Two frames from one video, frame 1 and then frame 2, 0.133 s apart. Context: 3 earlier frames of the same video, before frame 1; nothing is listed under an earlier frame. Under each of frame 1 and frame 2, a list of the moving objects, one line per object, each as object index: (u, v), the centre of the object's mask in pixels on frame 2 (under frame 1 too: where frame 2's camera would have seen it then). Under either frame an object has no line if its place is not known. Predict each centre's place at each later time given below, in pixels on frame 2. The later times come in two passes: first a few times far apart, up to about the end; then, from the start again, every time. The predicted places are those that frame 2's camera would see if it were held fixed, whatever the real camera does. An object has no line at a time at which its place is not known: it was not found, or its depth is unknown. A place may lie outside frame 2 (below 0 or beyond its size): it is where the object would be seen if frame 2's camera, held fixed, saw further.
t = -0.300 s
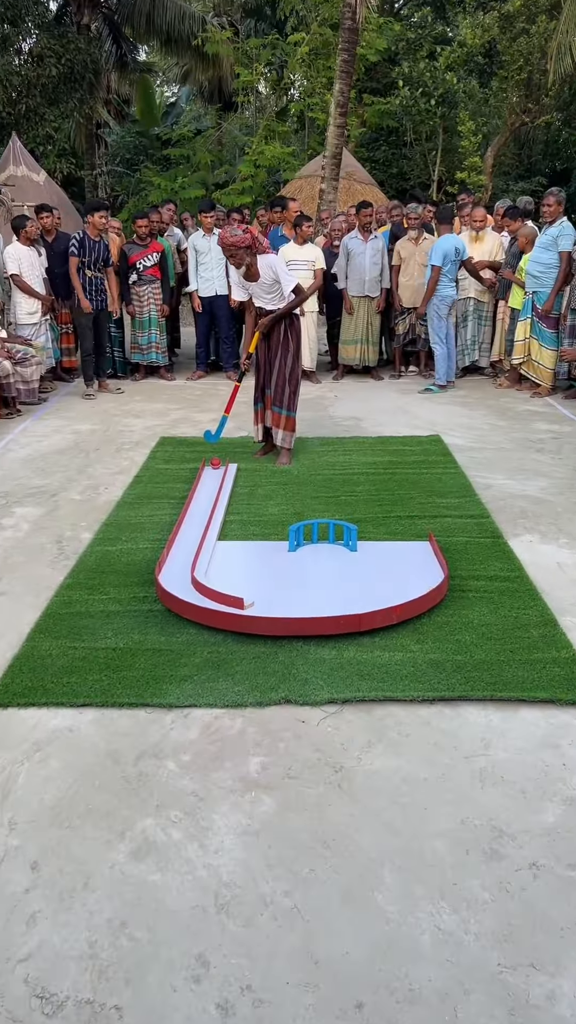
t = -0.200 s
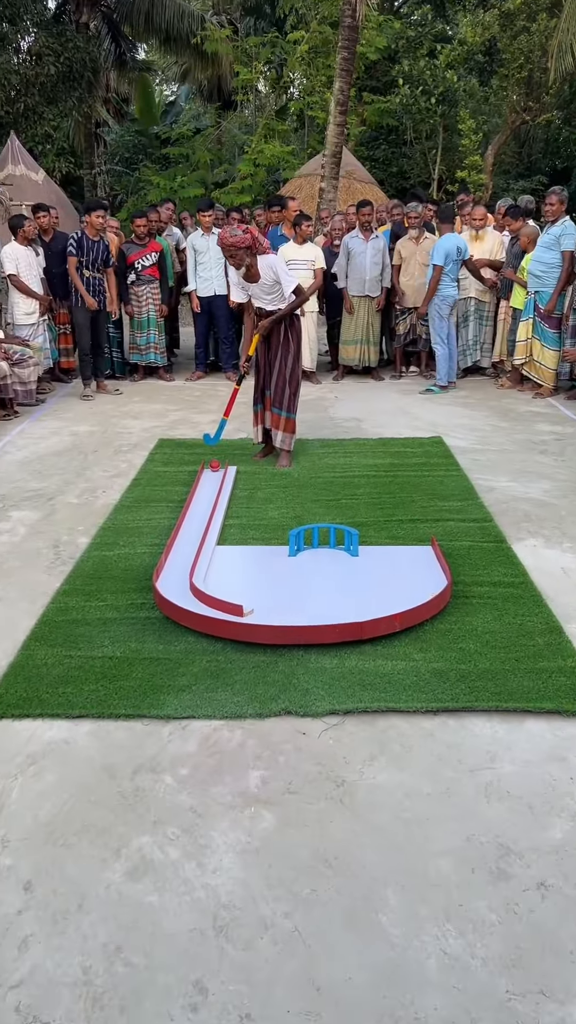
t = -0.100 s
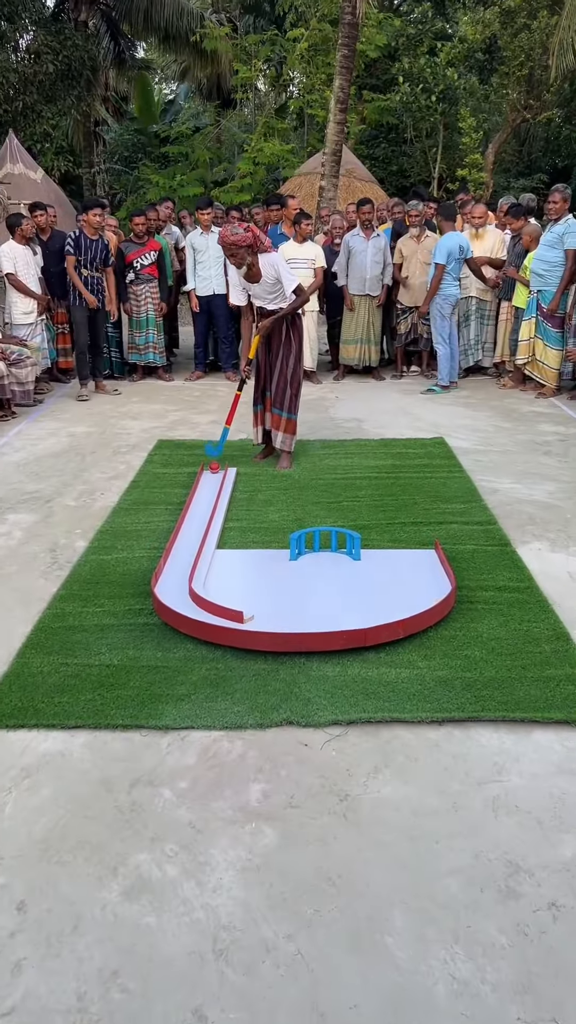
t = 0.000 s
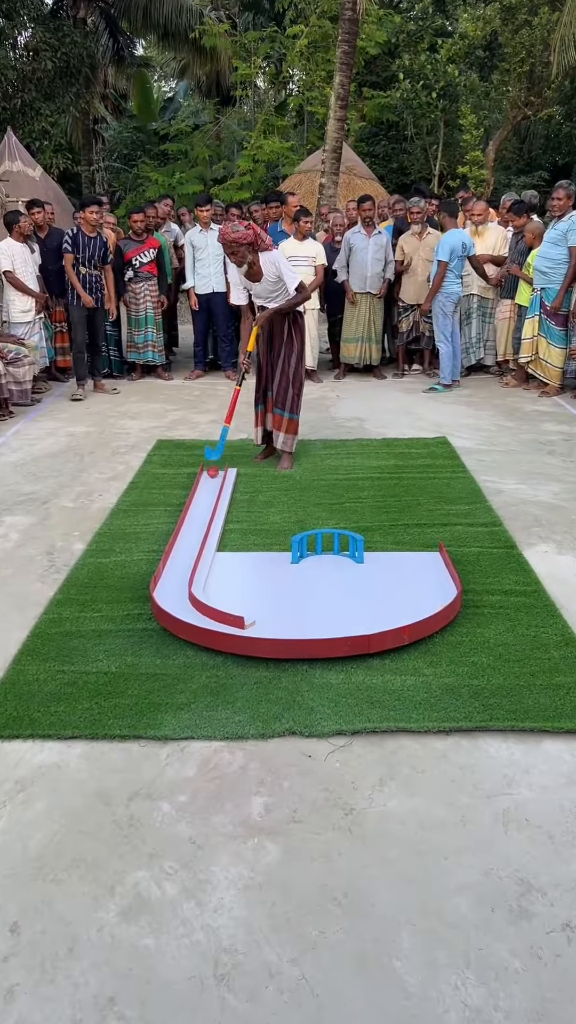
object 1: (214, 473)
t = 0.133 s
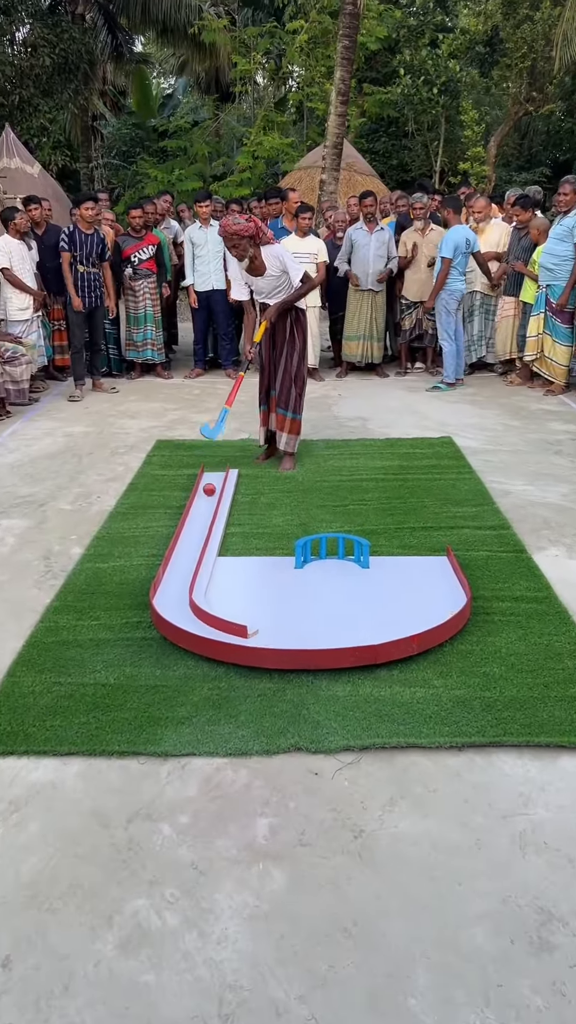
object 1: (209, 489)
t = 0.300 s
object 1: (203, 511)
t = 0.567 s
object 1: (192, 549)
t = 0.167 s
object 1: (208, 494)
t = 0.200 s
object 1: (207, 498)
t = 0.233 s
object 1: (206, 502)
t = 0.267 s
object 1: (205, 507)
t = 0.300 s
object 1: (203, 511)
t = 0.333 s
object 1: (202, 515)
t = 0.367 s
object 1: (201, 519)
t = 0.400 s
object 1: (199, 525)
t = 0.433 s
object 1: (198, 530)
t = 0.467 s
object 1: (196, 535)
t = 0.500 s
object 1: (195, 540)
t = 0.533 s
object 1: (193, 545)
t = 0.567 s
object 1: (192, 549)
